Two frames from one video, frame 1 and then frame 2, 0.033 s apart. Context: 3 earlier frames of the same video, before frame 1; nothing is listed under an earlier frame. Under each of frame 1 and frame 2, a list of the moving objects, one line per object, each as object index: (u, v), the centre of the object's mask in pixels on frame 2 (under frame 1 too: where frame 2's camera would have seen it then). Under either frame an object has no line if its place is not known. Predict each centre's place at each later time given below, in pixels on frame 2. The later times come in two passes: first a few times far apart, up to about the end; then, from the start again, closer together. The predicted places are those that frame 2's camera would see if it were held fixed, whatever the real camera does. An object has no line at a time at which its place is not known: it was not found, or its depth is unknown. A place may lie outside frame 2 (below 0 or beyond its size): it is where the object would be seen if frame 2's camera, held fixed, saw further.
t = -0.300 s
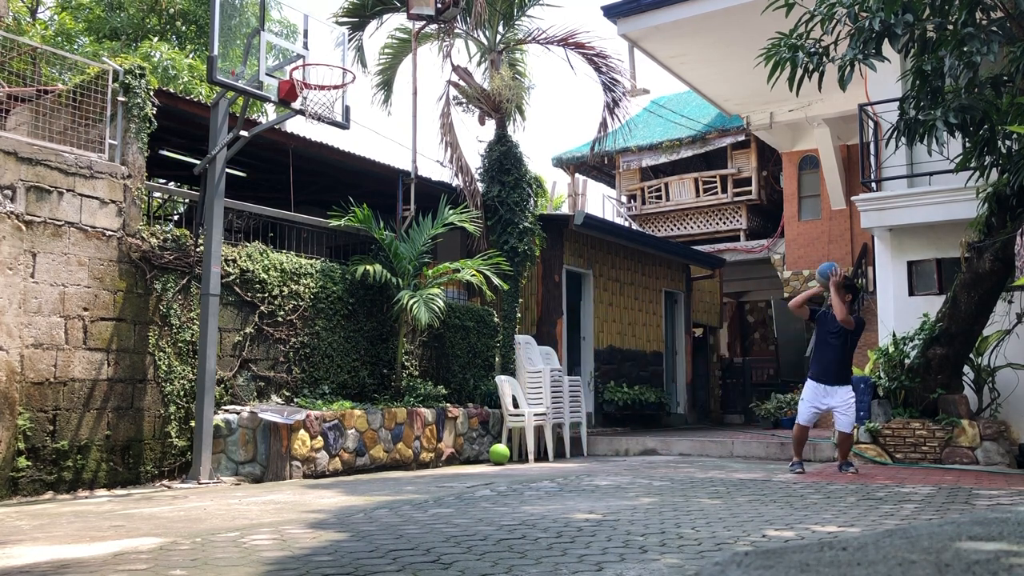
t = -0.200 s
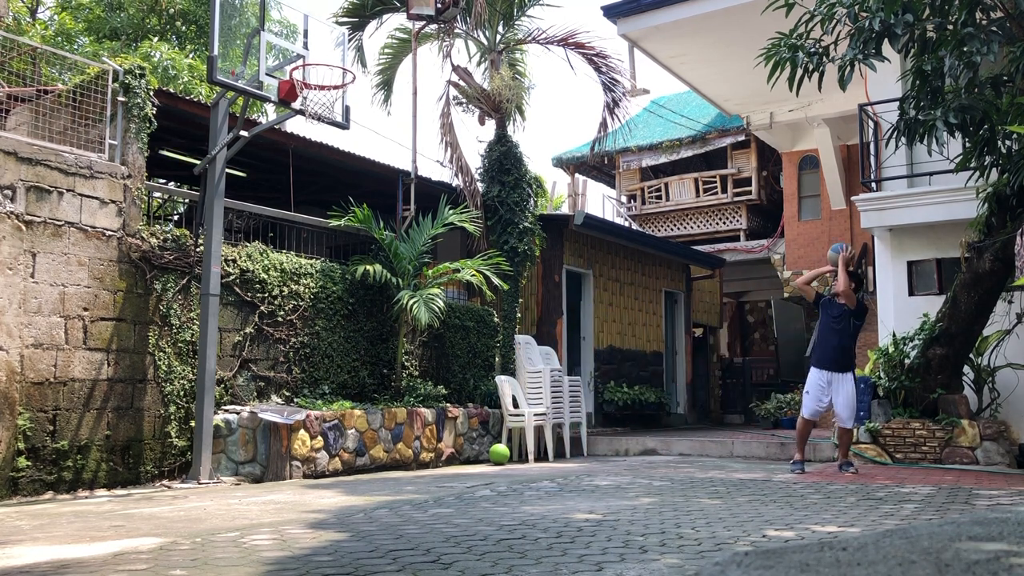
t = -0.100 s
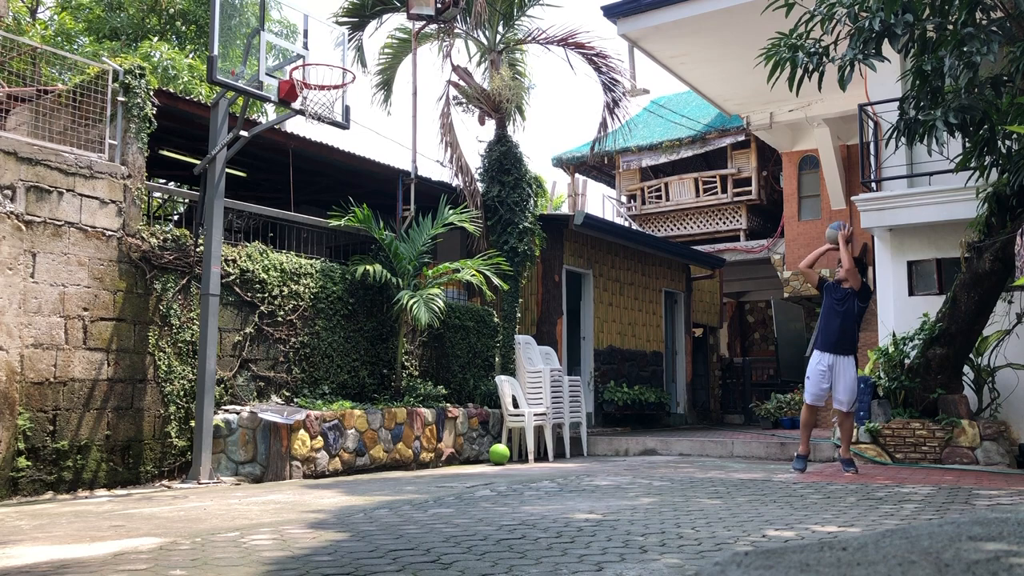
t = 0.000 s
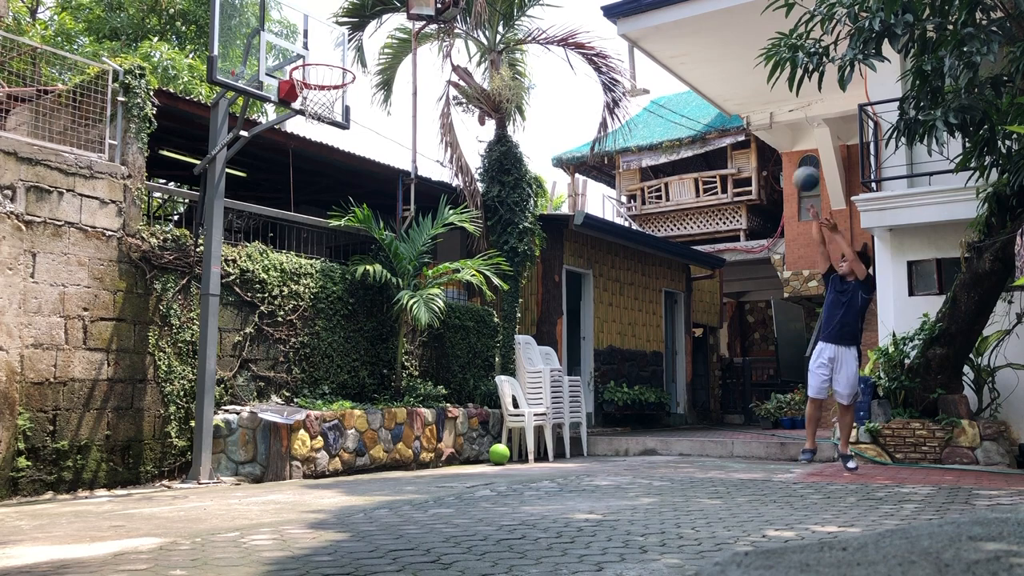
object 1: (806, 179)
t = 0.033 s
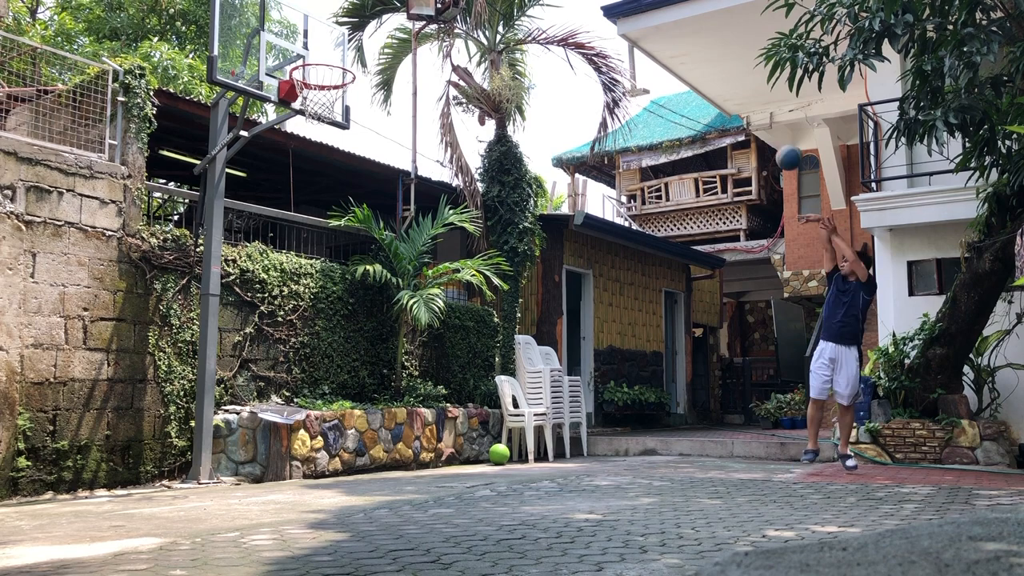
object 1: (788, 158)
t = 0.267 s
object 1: (673, 44)
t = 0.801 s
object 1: (400, 13)
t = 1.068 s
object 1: (313, 118)
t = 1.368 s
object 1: (361, 309)
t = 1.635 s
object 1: (406, 411)
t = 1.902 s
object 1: (456, 297)
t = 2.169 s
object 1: (503, 281)
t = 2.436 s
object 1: (547, 355)
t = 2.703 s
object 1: (591, 440)
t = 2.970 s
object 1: (629, 378)
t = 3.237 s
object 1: (669, 411)
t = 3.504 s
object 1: (706, 436)
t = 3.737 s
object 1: (732, 422)
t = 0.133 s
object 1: (739, 102)
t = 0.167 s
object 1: (722, 85)
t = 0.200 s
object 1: (705, 71)
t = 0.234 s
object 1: (689, 57)
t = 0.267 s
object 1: (673, 44)
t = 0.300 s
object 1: (656, 33)
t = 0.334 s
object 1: (640, 22)
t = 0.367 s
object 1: (623, 13)
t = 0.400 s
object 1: (606, 8)
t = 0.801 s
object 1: (400, 13)
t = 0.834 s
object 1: (382, 22)
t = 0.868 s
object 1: (363, 33)
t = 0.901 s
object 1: (345, 46)
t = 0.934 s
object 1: (326, 60)
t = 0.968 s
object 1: (307, 78)
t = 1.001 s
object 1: (302, 91)
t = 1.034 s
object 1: (308, 104)
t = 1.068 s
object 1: (313, 118)
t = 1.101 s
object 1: (318, 132)
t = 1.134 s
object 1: (324, 151)
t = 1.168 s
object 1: (330, 167)
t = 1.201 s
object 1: (335, 187)
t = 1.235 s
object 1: (340, 207)
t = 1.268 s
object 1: (345, 231)
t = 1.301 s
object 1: (350, 254)
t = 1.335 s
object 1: (356, 281)
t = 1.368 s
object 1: (361, 309)
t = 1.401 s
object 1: (365, 339)
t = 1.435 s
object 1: (370, 371)
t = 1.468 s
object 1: (374, 402)
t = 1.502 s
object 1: (380, 437)
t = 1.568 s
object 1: (391, 457)
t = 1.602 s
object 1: (398, 433)
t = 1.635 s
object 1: (406, 411)
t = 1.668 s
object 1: (412, 391)
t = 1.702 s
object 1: (418, 373)
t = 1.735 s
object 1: (425, 357)
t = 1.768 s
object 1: (431, 342)
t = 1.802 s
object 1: (437, 329)
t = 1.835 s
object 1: (443, 317)
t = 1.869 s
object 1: (448, 306)
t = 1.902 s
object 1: (456, 297)
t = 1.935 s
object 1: (461, 289)
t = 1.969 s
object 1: (468, 284)
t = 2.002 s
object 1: (473, 281)
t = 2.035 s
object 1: (480, 278)
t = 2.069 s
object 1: (486, 276)
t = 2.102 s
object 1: (491, 276)
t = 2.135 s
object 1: (497, 278)
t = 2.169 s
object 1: (503, 281)
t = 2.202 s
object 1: (508, 285)
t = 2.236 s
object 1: (514, 290)
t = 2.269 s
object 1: (520, 297)
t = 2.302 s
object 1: (525, 306)
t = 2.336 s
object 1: (531, 316)
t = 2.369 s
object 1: (536, 328)
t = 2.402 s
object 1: (542, 341)
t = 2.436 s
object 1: (547, 355)
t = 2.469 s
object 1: (553, 372)
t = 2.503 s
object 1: (558, 389)
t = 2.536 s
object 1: (564, 408)
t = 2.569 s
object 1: (570, 428)
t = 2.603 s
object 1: (576, 451)
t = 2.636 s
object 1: (581, 469)
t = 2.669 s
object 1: (586, 454)
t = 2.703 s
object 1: (591, 440)
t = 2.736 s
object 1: (596, 427)
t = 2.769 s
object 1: (601, 416)
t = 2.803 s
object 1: (606, 406)
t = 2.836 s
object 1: (610, 397)
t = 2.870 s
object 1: (615, 391)
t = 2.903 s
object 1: (620, 385)
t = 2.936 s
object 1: (625, 381)
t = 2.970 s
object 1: (629, 378)
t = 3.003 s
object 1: (634, 378)
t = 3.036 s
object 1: (639, 378)
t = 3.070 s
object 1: (644, 379)
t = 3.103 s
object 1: (650, 384)
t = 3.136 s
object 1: (654, 388)
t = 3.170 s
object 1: (658, 394)
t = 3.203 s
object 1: (663, 402)
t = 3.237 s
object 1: (669, 411)
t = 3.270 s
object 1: (674, 422)
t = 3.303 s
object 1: (680, 434)
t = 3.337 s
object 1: (685, 448)
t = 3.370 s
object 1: (690, 464)
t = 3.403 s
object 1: (695, 465)
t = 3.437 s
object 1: (698, 454)
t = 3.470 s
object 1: (702, 444)
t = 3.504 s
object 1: (706, 436)
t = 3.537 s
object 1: (709, 430)
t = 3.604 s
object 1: (717, 421)
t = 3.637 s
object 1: (721, 420)
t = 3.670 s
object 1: (724, 419)
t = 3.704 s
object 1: (728, 419)
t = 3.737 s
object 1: (732, 422)
